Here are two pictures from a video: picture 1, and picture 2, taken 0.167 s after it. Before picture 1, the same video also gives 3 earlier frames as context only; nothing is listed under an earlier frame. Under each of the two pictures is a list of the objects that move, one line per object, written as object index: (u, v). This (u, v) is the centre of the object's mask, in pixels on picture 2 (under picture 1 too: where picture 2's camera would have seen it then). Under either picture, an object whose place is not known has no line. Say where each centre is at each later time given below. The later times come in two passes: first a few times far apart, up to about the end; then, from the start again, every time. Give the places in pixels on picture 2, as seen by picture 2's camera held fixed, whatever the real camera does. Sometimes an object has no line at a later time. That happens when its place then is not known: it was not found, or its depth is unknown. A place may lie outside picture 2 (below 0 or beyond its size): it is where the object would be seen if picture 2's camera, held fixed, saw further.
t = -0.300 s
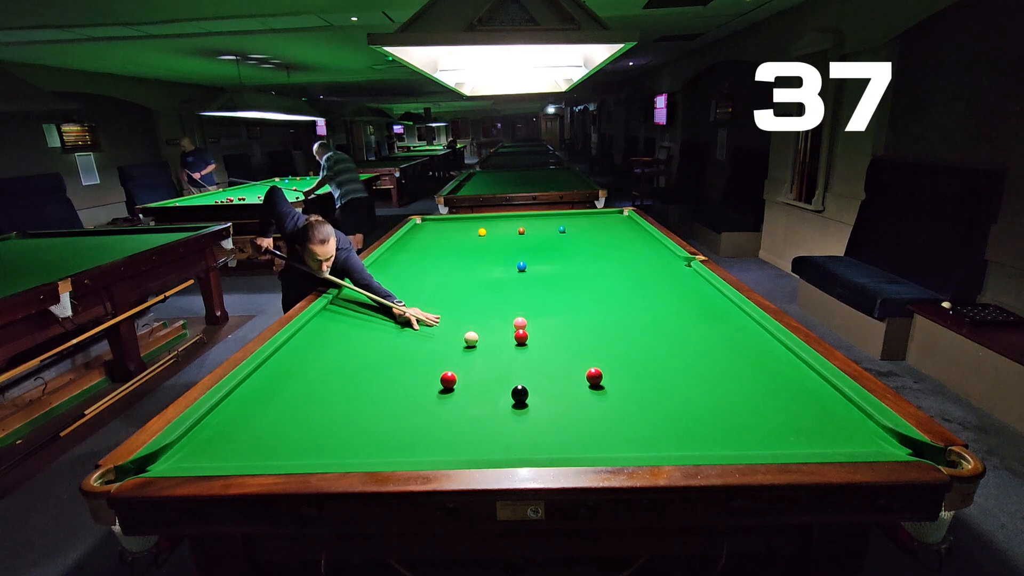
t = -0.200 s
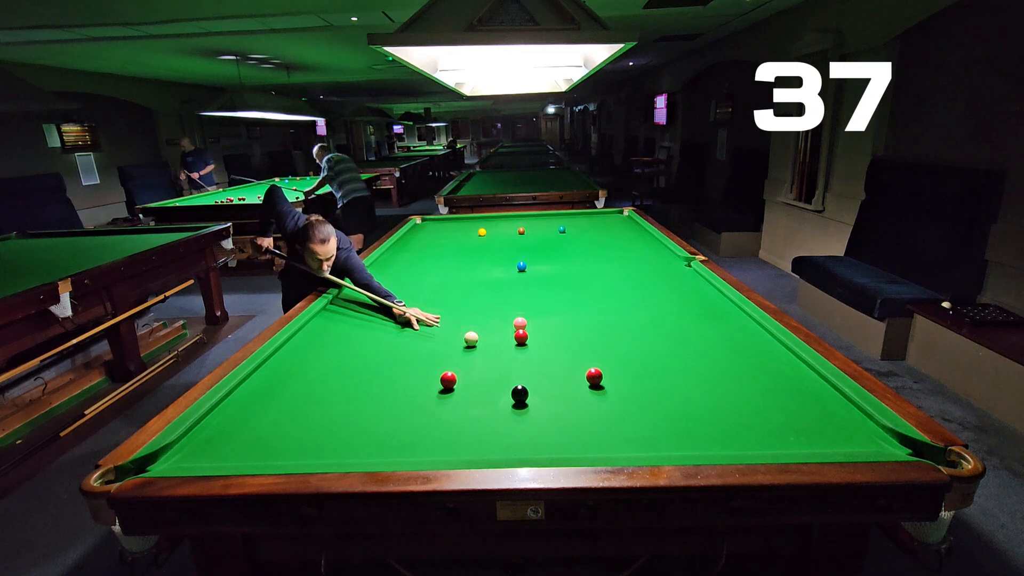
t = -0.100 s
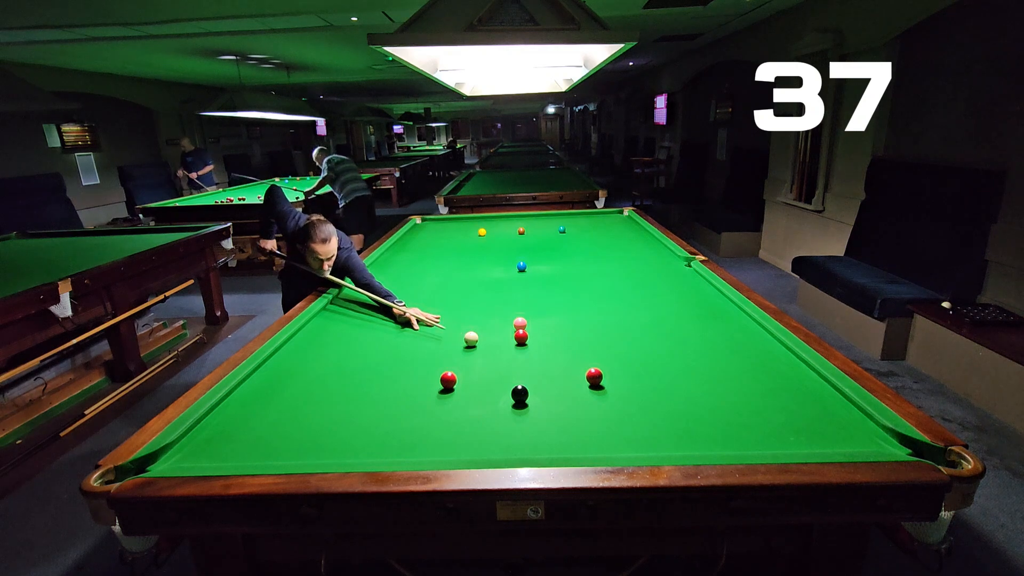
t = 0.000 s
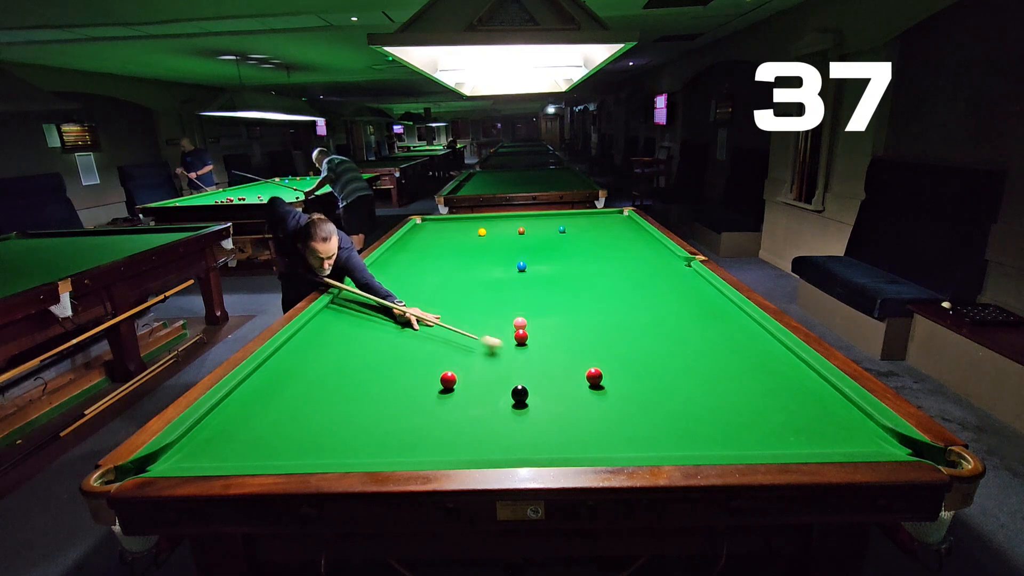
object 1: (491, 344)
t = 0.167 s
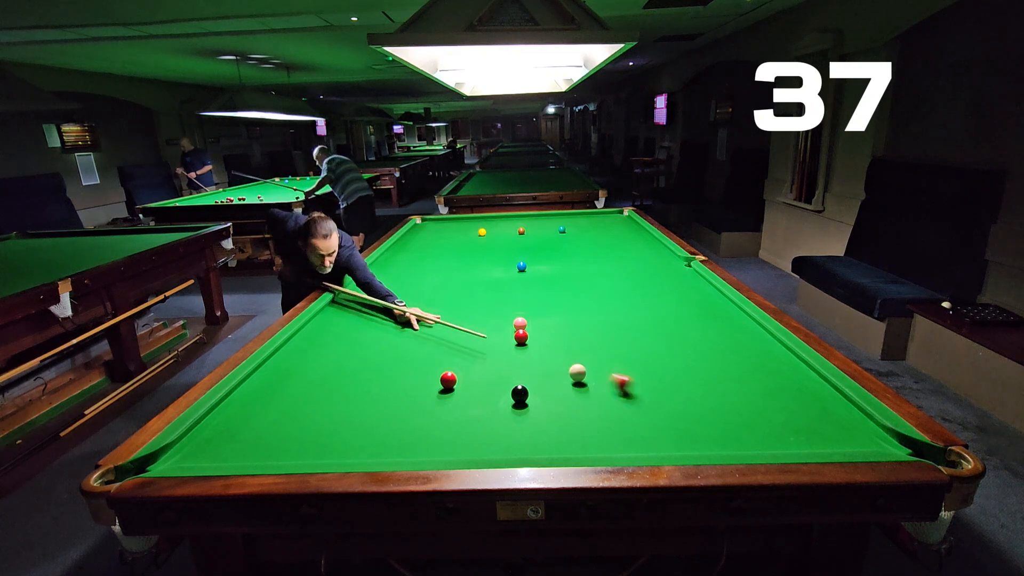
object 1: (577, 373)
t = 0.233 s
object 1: (576, 376)
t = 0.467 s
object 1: (596, 392)
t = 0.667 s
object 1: (625, 409)
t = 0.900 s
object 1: (664, 433)
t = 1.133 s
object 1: (695, 444)
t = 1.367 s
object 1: (698, 431)
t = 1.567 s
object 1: (700, 421)
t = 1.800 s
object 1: (703, 411)
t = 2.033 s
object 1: (704, 403)
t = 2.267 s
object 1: (706, 396)
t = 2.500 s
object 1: (707, 390)
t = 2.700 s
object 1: (707, 387)
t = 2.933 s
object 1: (708, 384)
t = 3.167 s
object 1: (708, 381)
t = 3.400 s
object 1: (708, 380)
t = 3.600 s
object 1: (708, 380)
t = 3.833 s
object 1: (708, 380)
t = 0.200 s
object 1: (576, 374)
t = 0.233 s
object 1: (576, 376)
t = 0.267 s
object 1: (576, 378)
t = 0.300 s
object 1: (577, 379)
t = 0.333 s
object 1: (579, 381)
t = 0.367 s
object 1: (582, 384)
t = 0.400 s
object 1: (586, 386)
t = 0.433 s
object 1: (591, 389)
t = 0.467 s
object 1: (596, 392)
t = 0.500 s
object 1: (600, 395)
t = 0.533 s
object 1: (605, 398)
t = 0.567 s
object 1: (610, 400)
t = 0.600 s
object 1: (615, 403)
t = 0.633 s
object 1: (620, 406)
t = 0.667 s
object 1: (625, 409)
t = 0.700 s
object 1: (631, 413)
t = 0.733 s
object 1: (636, 416)
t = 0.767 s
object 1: (641, 419)
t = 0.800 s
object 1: (647, 422)
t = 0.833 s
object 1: (652, 426)
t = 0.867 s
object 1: (658, 429)
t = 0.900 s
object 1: (664, 433)
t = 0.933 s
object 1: (670, 436)
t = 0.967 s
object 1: (676, 440)
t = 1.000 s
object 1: (682, 443)
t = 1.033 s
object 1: (688, 445)
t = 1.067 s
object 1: (694, 446)
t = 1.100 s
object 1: (694, 445)
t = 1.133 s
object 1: (695, 444)
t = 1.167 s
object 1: (695, 442)
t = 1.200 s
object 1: (696, 441)
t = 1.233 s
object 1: (696, 440)
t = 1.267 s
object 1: (697, 438)
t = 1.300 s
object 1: (697, 435)
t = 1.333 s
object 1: (698, 433)
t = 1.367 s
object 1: (698, 431)
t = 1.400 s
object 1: (699, 430)
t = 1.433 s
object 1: (699, 428)
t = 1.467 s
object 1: (699, 426)
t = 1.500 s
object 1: (700, 424)
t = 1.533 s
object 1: (700, 423)
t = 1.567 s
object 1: (700, 421)
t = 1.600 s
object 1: (701, 420)
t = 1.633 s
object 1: (701, 418)
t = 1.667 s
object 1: (701, 417)
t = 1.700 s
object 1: (702, 415)
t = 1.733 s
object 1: (702, 414)
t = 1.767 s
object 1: (702, 412)
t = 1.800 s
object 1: (703, 411)
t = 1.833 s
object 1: (703, 410)
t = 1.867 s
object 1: (703, 409)
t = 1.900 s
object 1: (703, 407)
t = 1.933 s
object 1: (704, 406)
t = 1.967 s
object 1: (704, 405)
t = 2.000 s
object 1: (704, 404)
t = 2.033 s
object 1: (704, 403)
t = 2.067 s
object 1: (704, 402)
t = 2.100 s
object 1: (705, 401)
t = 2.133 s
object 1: (705, 400)
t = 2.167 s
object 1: (705, 399)
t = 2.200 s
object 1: (705, 398)
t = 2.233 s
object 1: (706, 397)
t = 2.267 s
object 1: (706, 396)
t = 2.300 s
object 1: (706, 395)
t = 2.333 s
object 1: (706, 394)
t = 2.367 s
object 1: (706, 393)
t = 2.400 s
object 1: (706, 392)
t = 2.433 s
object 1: (706, 392)
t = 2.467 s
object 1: (706, 391)
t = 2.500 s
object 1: (707, 390)
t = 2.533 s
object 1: (707, 390)
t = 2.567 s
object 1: (707, 389)
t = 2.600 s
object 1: (707, 388)
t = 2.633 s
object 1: (707, 388)
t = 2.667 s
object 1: (707, 387)
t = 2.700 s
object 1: (707, 387)
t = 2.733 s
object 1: (707, 386)
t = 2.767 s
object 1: (707, 386)
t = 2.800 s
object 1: (708, 385)
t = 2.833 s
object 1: (708, 385)
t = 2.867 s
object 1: (708, 384)
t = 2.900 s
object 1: (708, 384)
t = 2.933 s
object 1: (708, 384)
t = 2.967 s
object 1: (708, 383)
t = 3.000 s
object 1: (708, 383)
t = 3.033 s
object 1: (708, 382)
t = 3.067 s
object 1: (708, 382)
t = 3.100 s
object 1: (708, 382)
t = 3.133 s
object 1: (708, 381)
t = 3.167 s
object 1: (708, 381)
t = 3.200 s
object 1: (708, 381)
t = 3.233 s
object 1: (708, 381)
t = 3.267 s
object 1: (708, 380)
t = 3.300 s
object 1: (708, 380)
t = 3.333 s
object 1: (708, 380)
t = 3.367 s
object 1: (708, 380)
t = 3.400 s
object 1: (708, 380)
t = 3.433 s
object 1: (708, 380)
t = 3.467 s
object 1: (708, 380)
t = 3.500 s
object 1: (708, 380)
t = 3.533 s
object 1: (708, 380)
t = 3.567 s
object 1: (708, 380)
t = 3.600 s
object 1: (708, 380)
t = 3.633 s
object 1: (708, 380)
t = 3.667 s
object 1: (708, 380)
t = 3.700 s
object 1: (708, 380)
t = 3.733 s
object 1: (708, 380)
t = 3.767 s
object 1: (708, 380)
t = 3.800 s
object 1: (708, 380)
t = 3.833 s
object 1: (708, 380)
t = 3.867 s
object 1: (708, 380)
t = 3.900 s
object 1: (708, 380)
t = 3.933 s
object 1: (708, 380)
